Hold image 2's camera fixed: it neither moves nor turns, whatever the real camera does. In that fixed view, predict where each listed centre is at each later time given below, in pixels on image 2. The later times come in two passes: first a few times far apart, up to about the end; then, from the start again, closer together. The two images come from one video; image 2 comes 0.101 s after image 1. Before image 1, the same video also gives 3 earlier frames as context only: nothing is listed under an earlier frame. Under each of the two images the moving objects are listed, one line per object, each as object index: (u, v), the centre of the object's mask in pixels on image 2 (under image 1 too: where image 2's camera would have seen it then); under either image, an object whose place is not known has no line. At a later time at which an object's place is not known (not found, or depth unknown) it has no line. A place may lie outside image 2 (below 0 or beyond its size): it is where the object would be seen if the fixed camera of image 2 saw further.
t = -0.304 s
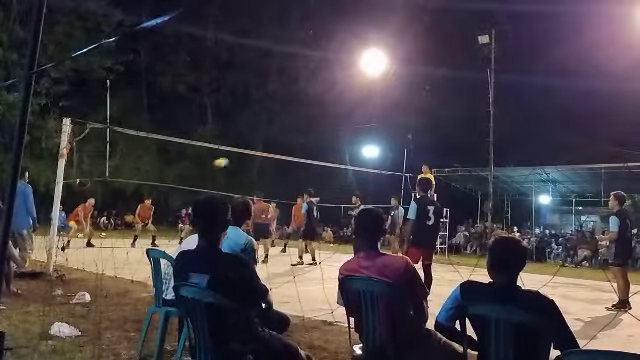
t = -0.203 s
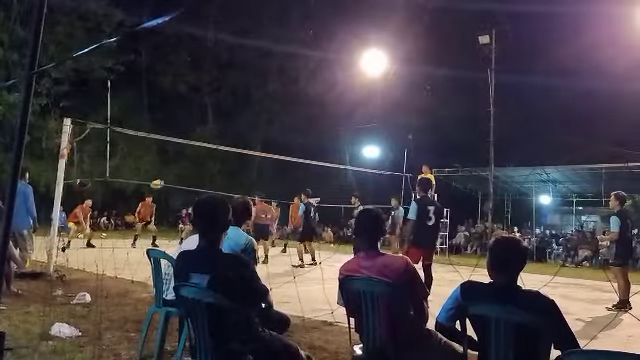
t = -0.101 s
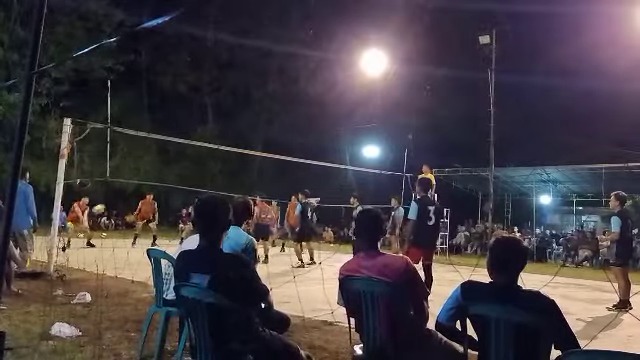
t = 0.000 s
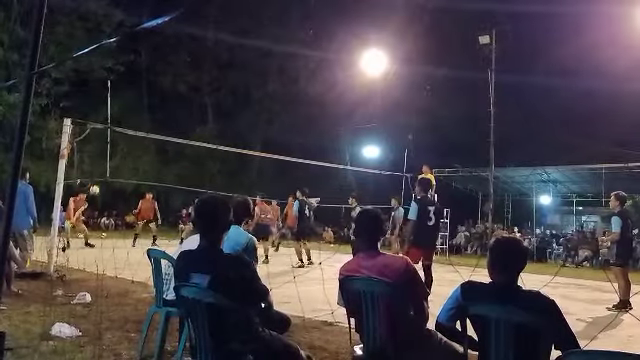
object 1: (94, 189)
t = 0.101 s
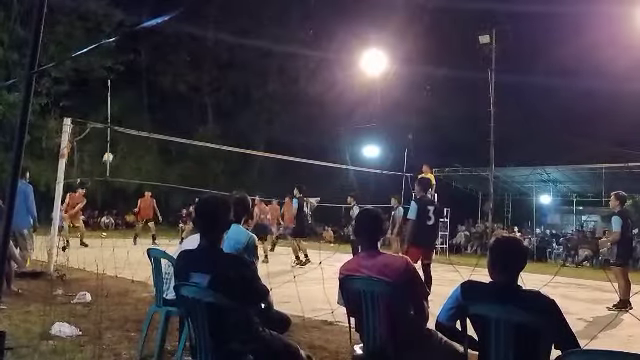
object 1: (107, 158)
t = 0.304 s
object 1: (133, 106)
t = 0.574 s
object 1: (165, 63)
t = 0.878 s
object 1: (199, 48)
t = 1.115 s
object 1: (225, 62)
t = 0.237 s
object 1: (125, 122)
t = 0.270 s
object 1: (129, 114)
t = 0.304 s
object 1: (133, 106)
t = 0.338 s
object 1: (137, 99)
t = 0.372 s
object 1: (142, 92)
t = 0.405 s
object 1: (145, 87)
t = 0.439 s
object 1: (149, 81)
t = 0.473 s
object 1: (153, 75)
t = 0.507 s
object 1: (157, 71)
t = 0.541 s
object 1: (161, 67)
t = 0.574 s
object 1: (165, 63)
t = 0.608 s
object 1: (169, 59)
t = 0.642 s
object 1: (173, 56)
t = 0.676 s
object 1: (177, 54)
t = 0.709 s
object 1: (180, 52)
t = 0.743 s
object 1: (184, 50)
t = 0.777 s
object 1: (188, 49)
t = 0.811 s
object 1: (192, 48)
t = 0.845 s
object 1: (195, 48)
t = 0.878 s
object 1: (199, 48)
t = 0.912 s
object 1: (203, 49)
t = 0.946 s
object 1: (206, 50)
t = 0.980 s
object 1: (210, 51)
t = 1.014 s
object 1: (214, 53)
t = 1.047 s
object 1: (217, 56)
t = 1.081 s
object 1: (221, 59)
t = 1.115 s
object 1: (225, 62)
